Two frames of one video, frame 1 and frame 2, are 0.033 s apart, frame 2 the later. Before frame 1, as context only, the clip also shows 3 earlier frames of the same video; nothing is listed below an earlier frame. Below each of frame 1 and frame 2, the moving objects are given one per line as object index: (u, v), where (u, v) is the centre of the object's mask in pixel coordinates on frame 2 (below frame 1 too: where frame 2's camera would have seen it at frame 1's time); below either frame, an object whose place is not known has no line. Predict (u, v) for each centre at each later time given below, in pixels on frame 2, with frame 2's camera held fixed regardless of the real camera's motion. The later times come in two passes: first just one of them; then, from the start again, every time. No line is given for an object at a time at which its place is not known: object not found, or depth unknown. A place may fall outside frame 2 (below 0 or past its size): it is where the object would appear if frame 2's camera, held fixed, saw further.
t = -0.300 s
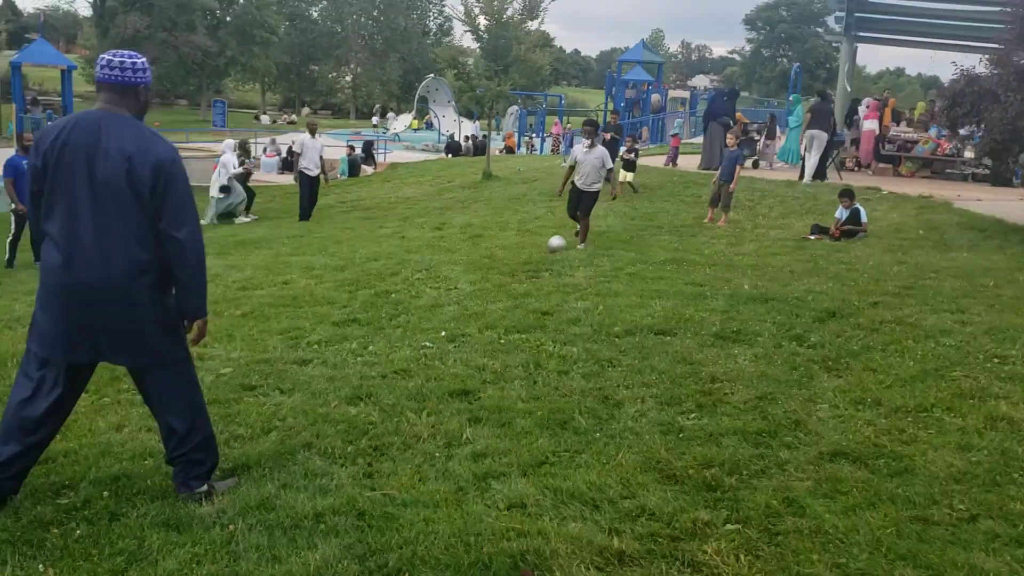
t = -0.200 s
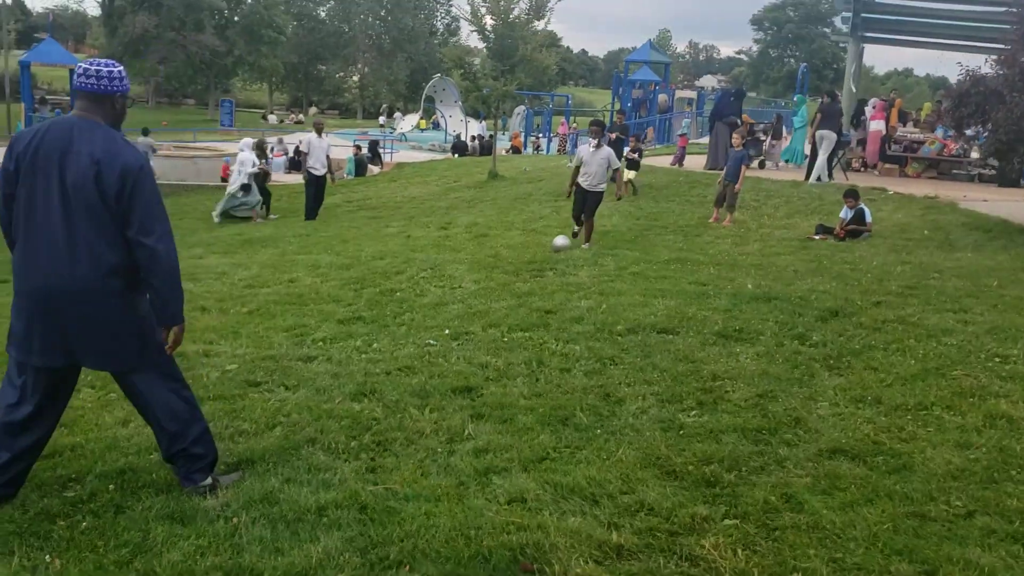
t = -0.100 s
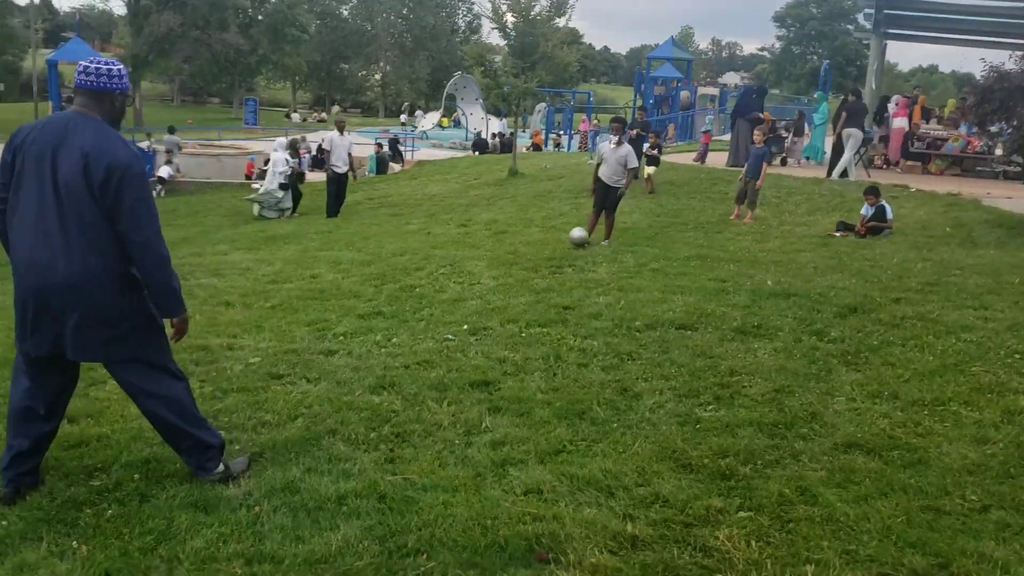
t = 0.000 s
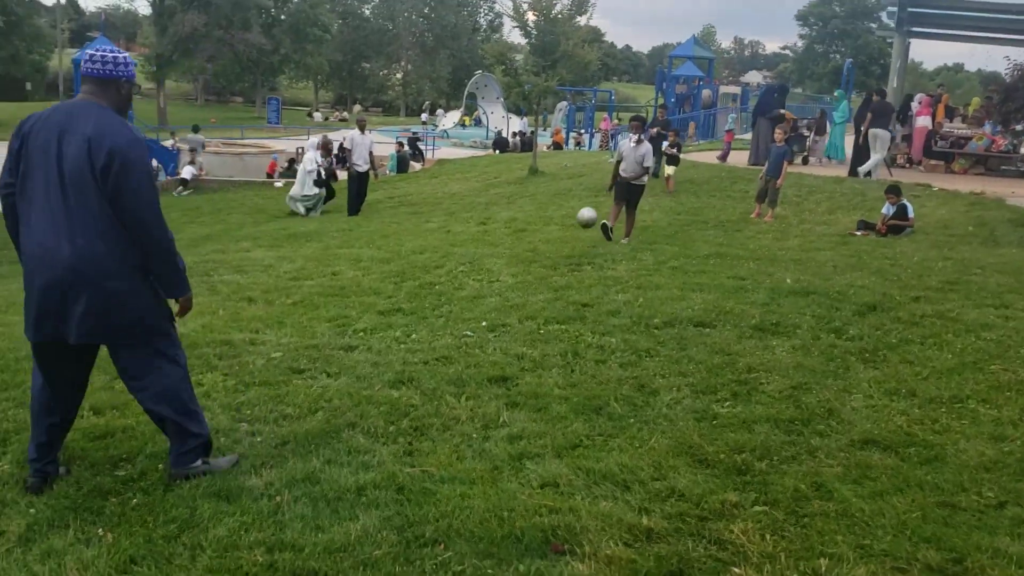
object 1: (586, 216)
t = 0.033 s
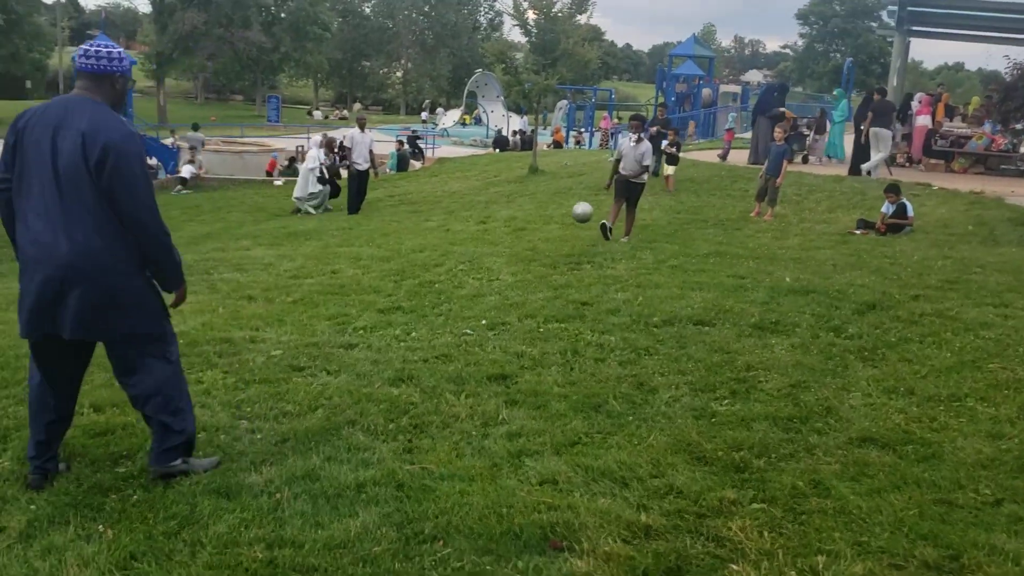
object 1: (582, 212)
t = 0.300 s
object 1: (537, 220)
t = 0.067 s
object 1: (578, 209)
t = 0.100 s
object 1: (573, 207)
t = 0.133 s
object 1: (568, 207)
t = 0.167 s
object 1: (562, 207)
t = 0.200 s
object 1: (556, 208)
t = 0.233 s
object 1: (550, 211)
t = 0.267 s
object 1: (544, 214)
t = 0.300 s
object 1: (537, 220)
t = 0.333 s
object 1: (529, 227)
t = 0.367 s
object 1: (522, 236)
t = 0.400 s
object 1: (514, 247)
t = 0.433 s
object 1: (504, 261)
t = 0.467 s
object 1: (495, 277)
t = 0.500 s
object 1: (485, 295)
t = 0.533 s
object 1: (473, 315)
